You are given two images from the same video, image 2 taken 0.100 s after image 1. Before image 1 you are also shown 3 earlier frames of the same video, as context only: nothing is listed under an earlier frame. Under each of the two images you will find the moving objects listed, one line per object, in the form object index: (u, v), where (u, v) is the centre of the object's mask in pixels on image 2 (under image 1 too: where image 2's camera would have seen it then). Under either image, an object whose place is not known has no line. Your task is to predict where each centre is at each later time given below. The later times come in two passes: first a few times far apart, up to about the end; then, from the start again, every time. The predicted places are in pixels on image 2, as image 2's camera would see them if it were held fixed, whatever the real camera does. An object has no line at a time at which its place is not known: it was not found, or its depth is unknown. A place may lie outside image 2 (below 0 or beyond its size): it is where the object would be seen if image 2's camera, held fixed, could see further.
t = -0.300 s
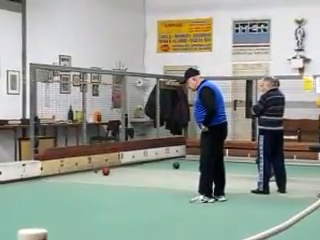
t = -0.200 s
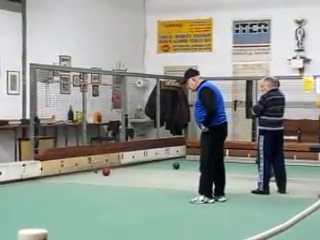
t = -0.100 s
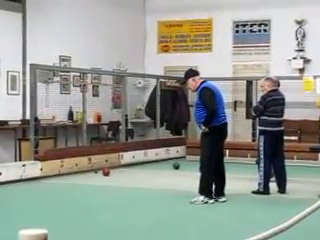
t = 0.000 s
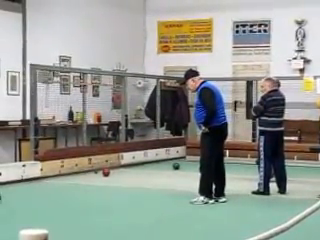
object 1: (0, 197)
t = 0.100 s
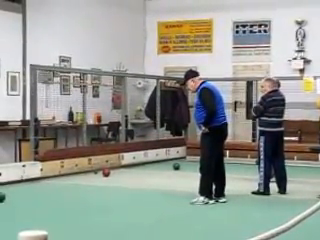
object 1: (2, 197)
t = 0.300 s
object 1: (7, 195)
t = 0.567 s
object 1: (17, 192)
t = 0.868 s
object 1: (27, 190)
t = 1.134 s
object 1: (36, 188)
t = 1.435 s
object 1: (44, 186)
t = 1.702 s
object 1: (51, 184)
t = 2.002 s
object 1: (58, 182)
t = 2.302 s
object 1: (64, 181)
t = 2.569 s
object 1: (70, 179)
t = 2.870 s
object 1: (74, 178)
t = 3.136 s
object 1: (79, 177)
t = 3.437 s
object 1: (84, 175)
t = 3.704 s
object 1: (87, 174)
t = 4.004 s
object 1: (91, 173)
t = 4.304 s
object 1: (94, 172)
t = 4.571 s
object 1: (97, 172)
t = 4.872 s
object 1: (99, 171)
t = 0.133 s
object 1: (3, 197)
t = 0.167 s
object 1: (3, 196)
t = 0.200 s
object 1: (4, 196)
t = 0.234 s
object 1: (5, 196)
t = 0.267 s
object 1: (6, 195)
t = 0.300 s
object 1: (7, 195)
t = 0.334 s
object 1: (9, 194)
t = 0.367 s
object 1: (10, 194)
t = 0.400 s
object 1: (11, 193)
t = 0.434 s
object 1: (12, 193)
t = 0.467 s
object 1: (13, 193)
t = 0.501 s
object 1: (15, 193)
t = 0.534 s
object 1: (16, 193)
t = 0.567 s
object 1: (17, 192)
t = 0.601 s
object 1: (18, 192)
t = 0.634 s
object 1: (19, 192)
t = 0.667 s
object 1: (20, 192)
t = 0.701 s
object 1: (22, 191)
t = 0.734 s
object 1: (23, 191)
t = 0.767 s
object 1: (24, 191)
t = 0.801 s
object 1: (25, 191)
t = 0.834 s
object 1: (26, 190)
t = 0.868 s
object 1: (27, 190)
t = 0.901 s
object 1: (28, 189)
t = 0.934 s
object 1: (30, 189)
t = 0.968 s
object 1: (30, 189)
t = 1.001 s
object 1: (32, 189)
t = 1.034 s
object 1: (32, 189)
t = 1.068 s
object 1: (34, 188)
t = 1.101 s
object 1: (35, 188)
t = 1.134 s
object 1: (36, 188)
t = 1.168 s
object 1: (37, 187)
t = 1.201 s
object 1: (38, 187)
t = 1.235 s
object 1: (39, 187)
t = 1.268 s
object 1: (40, 186)
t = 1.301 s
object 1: (41, 186)
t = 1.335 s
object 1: (42, 186)
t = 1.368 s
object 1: (43, 186)
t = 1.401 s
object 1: (43, 186)
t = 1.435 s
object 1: (44, 186)
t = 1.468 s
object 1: (45, 185)
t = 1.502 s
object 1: (46, 185)
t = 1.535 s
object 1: (47, 185)
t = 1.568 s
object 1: (48, 184)
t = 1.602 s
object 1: (49, 184)
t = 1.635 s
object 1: (49, 184)
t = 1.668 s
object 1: (50, 184)
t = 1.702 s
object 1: (51, 184)
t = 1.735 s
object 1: (52, 184)
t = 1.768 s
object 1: (53, 183)
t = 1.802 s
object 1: (53, 183)
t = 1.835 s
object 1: (54, 183)
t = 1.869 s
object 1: (55, 183)
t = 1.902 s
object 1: (56, 183)
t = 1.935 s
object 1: (56, 183)
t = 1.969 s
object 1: (58, 182)
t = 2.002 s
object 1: (58, 182)
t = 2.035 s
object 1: (59, 182)
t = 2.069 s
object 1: (60, 182)
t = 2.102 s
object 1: (60, 182)
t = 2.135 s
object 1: (61, 182)
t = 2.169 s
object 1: (62, 182)
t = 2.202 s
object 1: (62, 181)
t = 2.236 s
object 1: (63, 181)
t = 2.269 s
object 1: (64, 181)
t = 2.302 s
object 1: (64, 181)
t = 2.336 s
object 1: (65, 181)
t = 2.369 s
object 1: (66, 180)
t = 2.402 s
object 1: (66, 180)
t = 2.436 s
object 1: (67, 180)
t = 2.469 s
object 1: (68, 179)
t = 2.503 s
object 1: (68, 179)
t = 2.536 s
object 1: (69, 179)
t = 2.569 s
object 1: (70, 179)
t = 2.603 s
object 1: (70, 179)
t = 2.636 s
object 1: (71, 179)
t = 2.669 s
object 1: (72, 179)
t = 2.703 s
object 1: (72, 179)
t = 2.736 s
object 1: (73, 178)
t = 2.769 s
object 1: (73, 178)
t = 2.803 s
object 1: (73, 178)
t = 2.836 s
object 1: (74, 178)
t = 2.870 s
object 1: (74, 178)
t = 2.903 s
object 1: (75, 178)
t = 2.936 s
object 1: (76, 177)
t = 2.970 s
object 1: (76, 177)
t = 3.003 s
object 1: (77, 177)
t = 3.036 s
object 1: (78, 177)
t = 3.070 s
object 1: (78, 177)
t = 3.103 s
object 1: (79, 176)
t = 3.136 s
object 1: (79, 177)
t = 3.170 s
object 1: (80, 176)
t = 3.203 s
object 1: (80, 176)
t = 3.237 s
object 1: (81, 176)
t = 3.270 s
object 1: (81, 176)
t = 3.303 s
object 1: (82, 176)
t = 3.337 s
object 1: (82, 176)
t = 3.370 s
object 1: (82, 176)
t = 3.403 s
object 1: (83, 175)
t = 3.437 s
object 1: (84, 175)
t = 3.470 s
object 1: (84, 175)
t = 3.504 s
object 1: (84, 175)
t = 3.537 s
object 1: (85, 175)
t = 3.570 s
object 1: (85, 175)
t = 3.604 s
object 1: (86, 174)
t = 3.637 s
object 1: (86, 174)
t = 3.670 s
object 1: (87, 174)
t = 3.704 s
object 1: (87, 174)
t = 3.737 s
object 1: (87, 174)
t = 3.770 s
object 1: (88, 174)
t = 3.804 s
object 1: (88, 174)
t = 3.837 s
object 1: (89, 174)
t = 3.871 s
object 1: (89, 174)
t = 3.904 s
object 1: (90, 174)
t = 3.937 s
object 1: (90, 174)
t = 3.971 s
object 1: (91, 173)
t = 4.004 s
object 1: (91, 173)
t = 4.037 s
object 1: (92, 173)
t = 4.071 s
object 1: (92, 173)
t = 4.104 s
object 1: (93, 173)
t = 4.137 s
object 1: (93, 173)
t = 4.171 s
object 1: (93, 173)
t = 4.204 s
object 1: (93, 173)
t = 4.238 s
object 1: (94, 173)
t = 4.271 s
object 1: (94, 172)
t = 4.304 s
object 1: (94, 172)
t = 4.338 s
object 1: (95, 172)
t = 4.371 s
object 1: (95, 172)
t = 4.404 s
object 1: (96, 172)
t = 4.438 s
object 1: (96, 172)
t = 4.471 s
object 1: (96, 172)
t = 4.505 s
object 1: (97, 172)
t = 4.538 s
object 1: (97, 172)
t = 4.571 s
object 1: (97, 172)
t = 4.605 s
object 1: (98, 172)
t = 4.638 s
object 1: (98, 172)
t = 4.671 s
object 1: (98, 172)
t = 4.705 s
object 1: (98, 172)
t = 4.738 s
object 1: (98, 172)
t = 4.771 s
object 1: (99, 172)
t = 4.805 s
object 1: (99, 172)
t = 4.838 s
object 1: (99, 171)
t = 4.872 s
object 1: (99, 171)
